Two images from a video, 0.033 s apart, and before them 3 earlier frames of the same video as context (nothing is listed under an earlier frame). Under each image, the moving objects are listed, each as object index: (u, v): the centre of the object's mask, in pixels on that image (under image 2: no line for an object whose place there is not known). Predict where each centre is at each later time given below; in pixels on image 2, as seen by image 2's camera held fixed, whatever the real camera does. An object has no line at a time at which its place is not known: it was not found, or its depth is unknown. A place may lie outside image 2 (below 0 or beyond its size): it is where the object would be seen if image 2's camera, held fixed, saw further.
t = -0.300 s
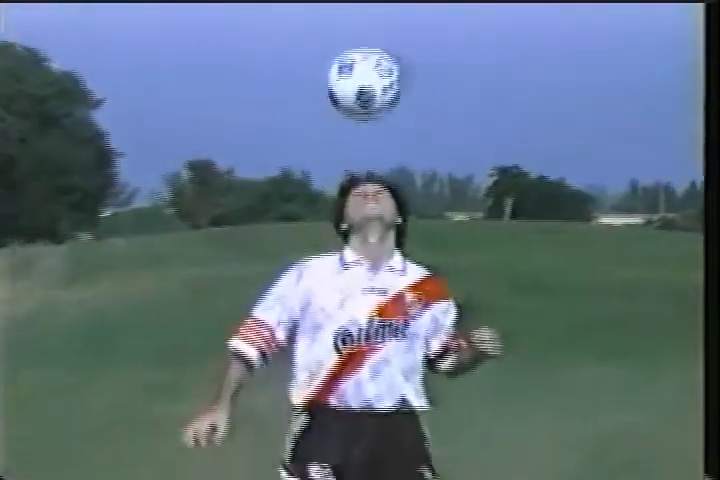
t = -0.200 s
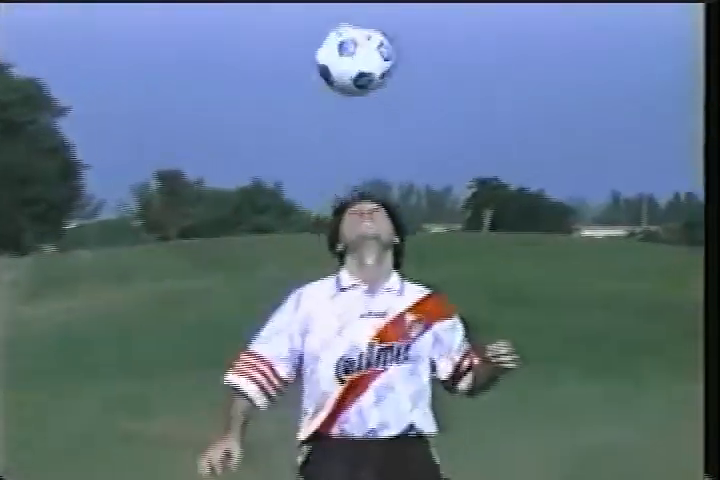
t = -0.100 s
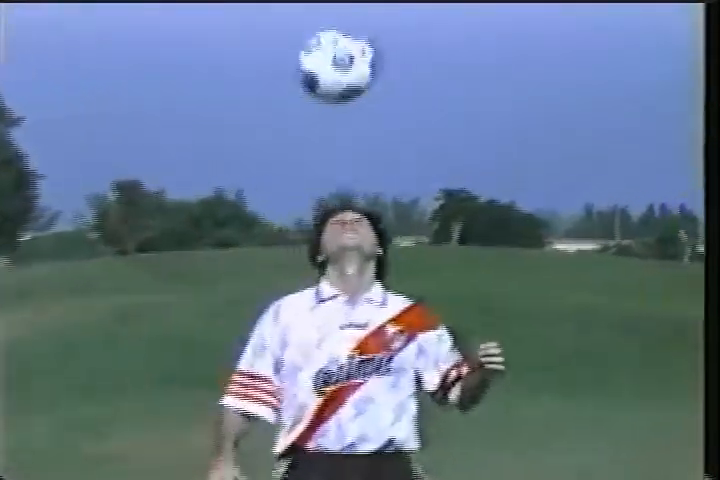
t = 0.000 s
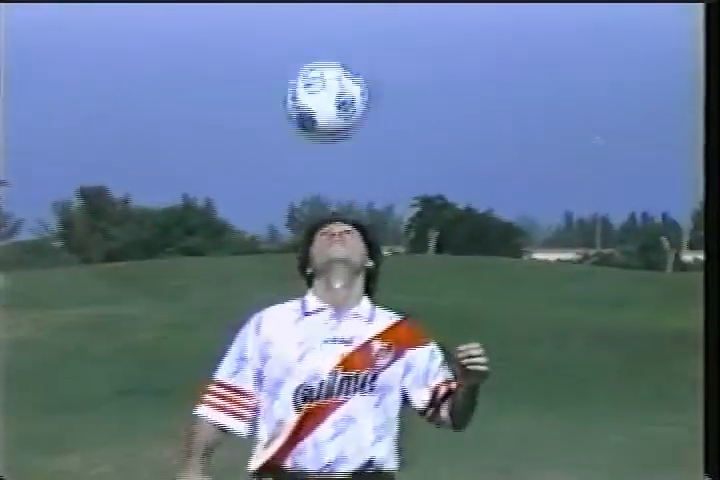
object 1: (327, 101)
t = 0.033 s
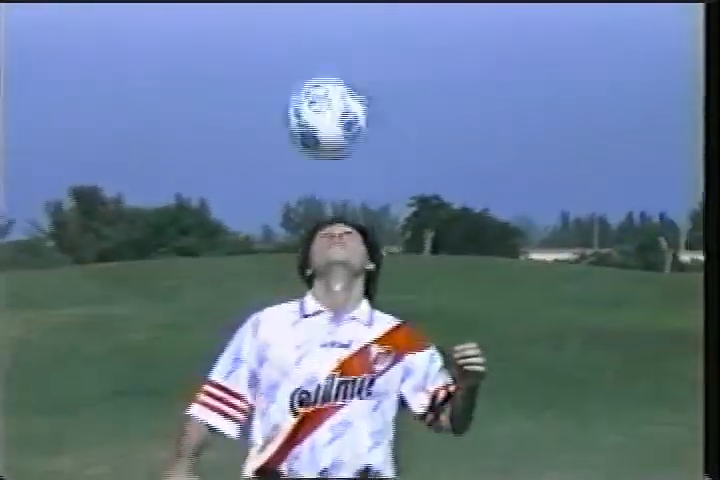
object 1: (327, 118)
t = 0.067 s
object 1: (334, 139)
